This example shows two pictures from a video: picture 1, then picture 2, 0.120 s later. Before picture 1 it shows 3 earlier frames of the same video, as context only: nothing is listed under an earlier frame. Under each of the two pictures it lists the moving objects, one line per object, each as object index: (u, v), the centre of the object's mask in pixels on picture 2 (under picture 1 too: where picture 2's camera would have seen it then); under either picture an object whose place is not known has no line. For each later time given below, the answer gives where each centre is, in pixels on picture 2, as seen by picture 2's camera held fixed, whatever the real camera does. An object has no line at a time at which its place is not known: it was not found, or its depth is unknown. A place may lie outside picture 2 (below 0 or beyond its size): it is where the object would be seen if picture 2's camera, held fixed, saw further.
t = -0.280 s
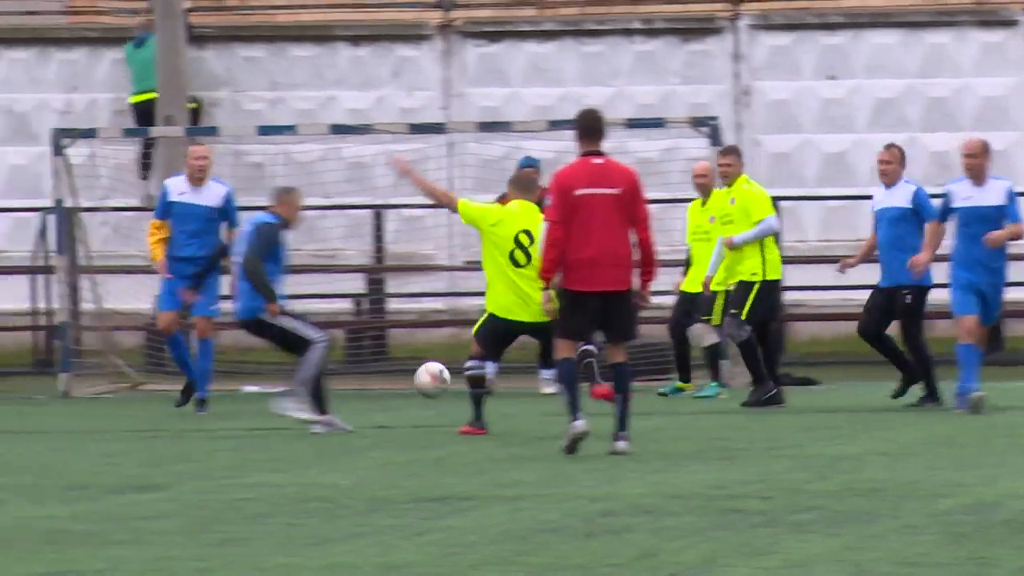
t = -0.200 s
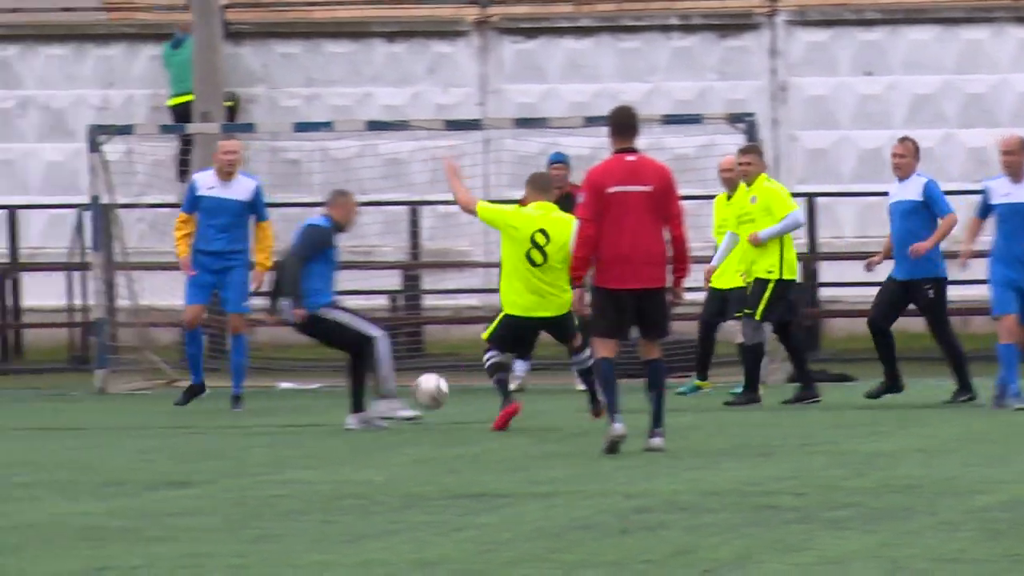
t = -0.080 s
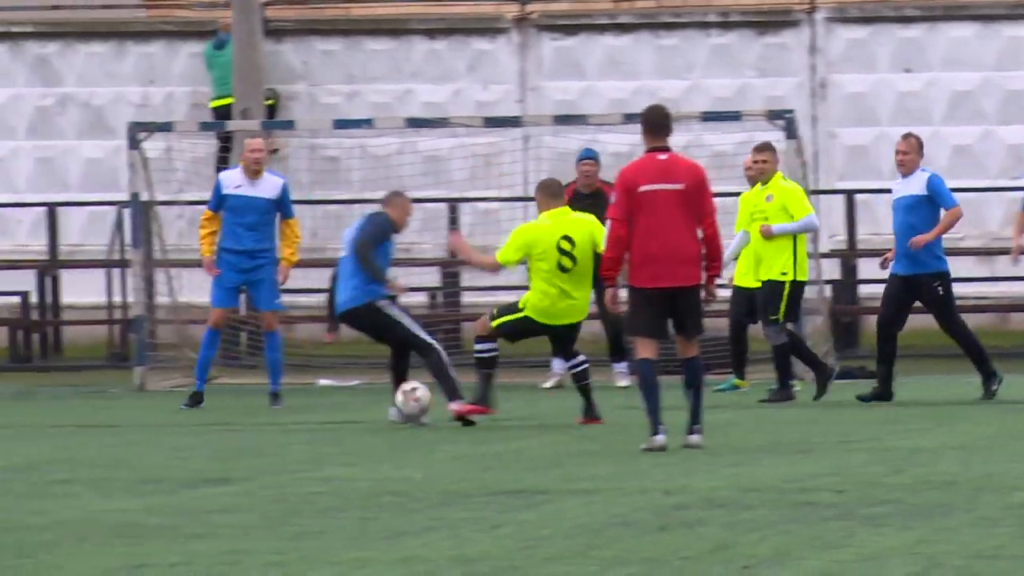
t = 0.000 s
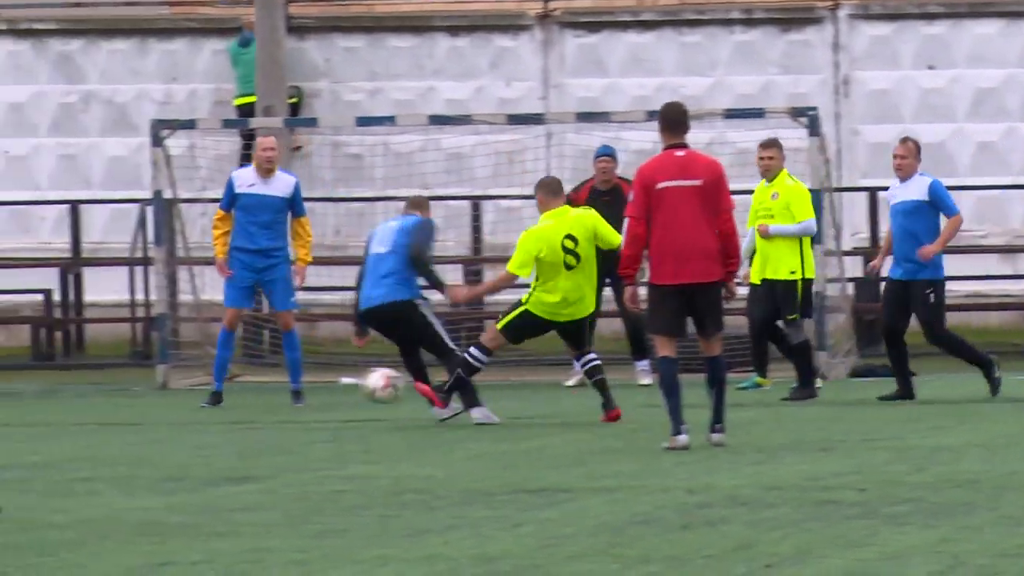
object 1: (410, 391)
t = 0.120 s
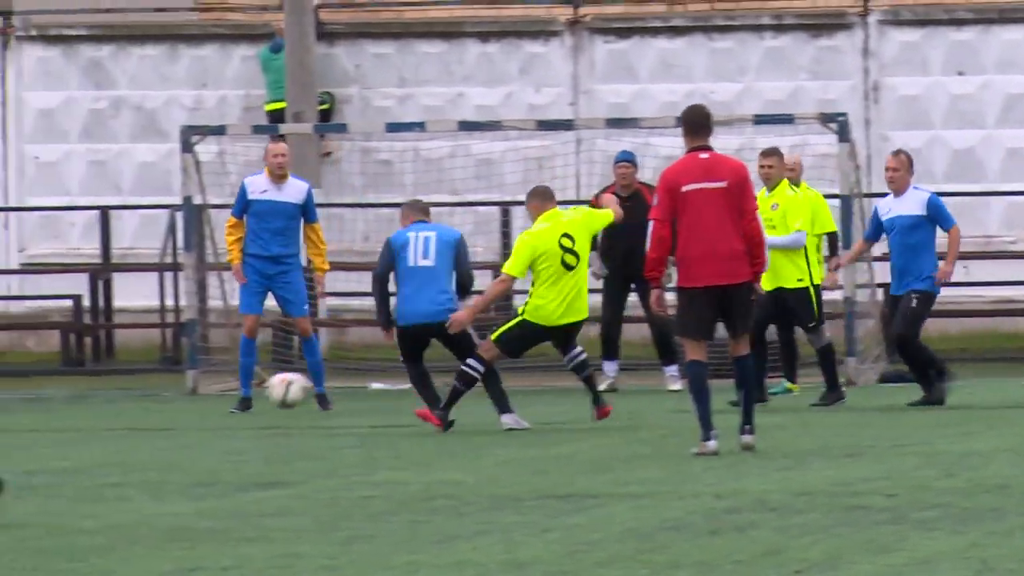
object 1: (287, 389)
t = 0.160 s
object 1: (244, 394)
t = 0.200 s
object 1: (203, 403)
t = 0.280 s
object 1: (126, 418)
